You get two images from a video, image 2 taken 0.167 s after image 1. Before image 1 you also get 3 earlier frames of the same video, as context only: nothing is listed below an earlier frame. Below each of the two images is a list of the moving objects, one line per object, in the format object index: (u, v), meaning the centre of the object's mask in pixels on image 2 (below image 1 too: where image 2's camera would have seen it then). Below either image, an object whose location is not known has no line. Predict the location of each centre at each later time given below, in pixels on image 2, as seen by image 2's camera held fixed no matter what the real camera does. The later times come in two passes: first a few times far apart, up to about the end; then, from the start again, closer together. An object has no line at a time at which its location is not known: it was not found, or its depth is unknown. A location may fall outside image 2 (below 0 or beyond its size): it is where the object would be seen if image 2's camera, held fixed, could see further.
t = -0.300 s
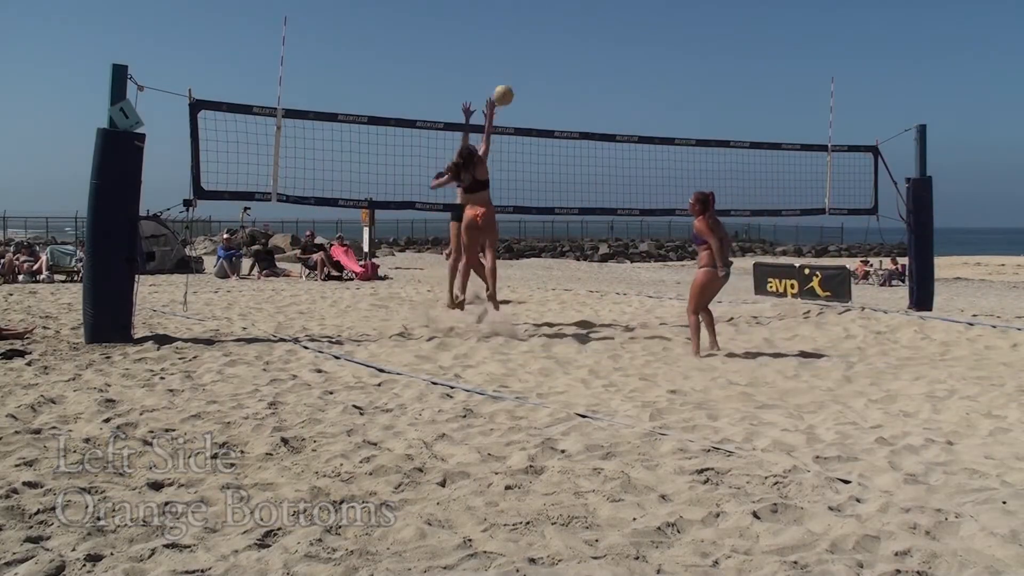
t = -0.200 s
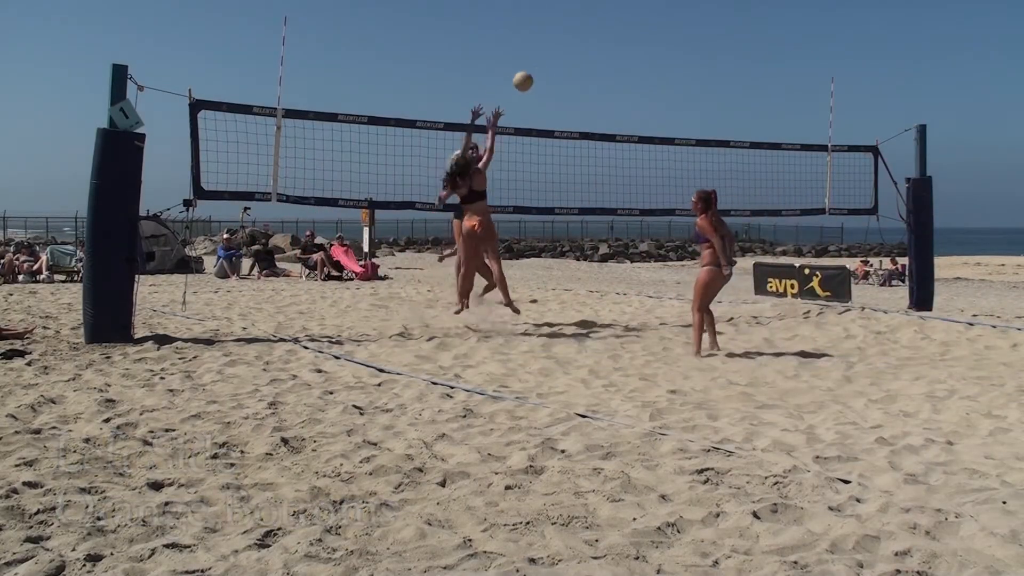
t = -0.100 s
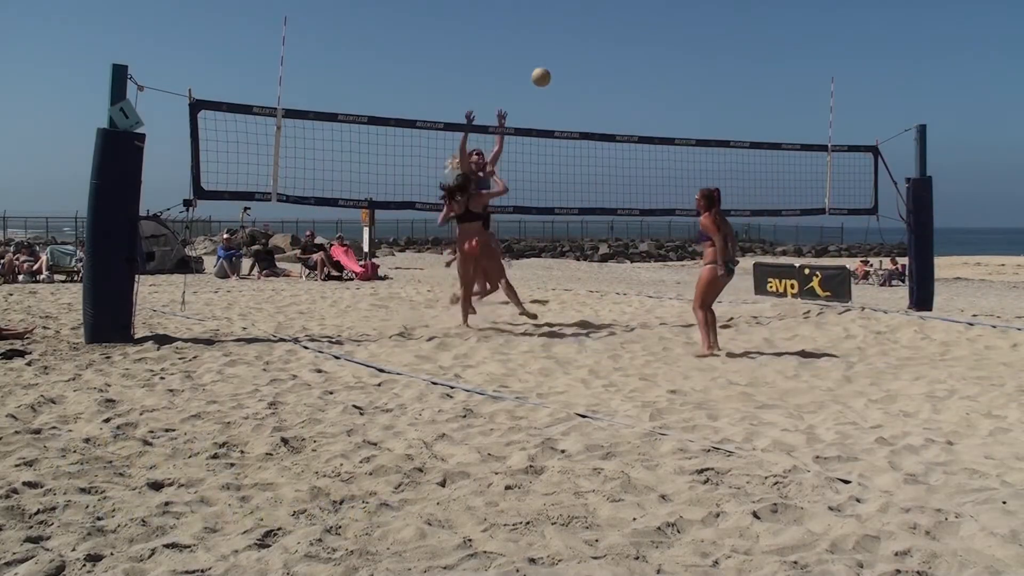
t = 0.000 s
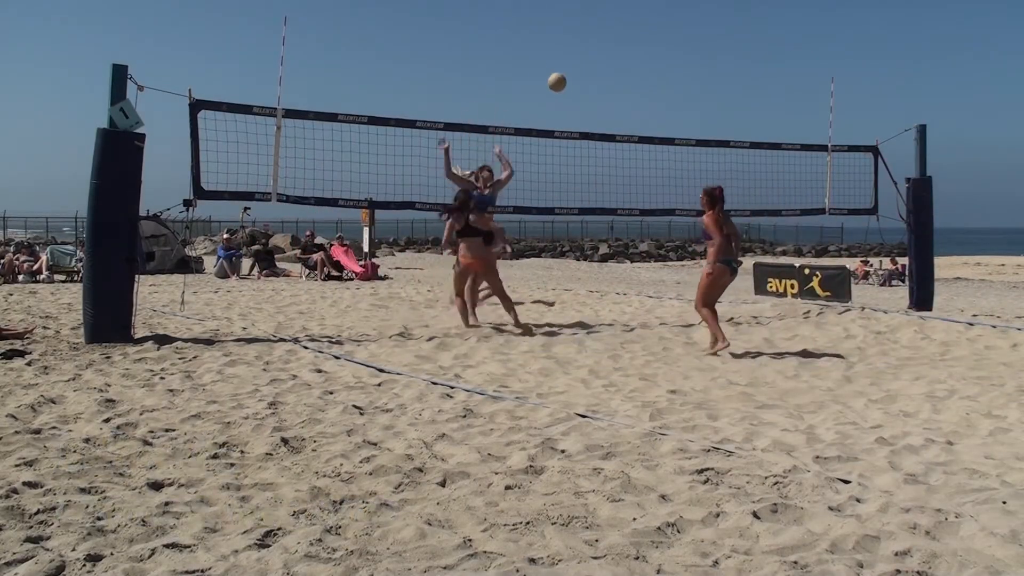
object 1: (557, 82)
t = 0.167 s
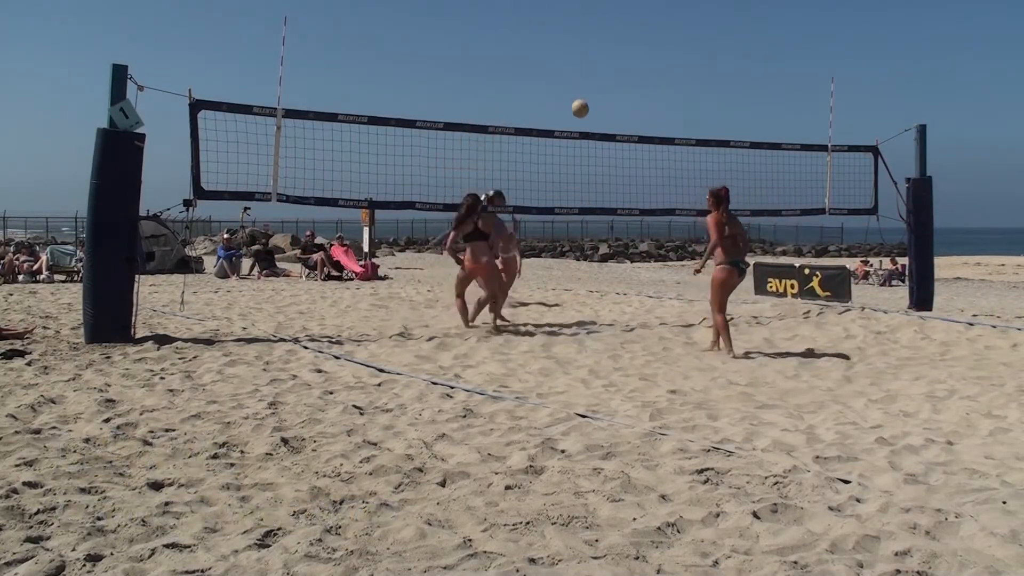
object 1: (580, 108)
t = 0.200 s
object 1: (584, 116)
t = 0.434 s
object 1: (608, 189)
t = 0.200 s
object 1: (584, 116)
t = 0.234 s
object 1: (588, 124)
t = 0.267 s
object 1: (592, 129)
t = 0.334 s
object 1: (598, 154)
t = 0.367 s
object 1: (602, 166)
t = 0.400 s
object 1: (605, 178)
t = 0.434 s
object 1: (608, 189)
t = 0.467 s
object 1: (611, 201)
